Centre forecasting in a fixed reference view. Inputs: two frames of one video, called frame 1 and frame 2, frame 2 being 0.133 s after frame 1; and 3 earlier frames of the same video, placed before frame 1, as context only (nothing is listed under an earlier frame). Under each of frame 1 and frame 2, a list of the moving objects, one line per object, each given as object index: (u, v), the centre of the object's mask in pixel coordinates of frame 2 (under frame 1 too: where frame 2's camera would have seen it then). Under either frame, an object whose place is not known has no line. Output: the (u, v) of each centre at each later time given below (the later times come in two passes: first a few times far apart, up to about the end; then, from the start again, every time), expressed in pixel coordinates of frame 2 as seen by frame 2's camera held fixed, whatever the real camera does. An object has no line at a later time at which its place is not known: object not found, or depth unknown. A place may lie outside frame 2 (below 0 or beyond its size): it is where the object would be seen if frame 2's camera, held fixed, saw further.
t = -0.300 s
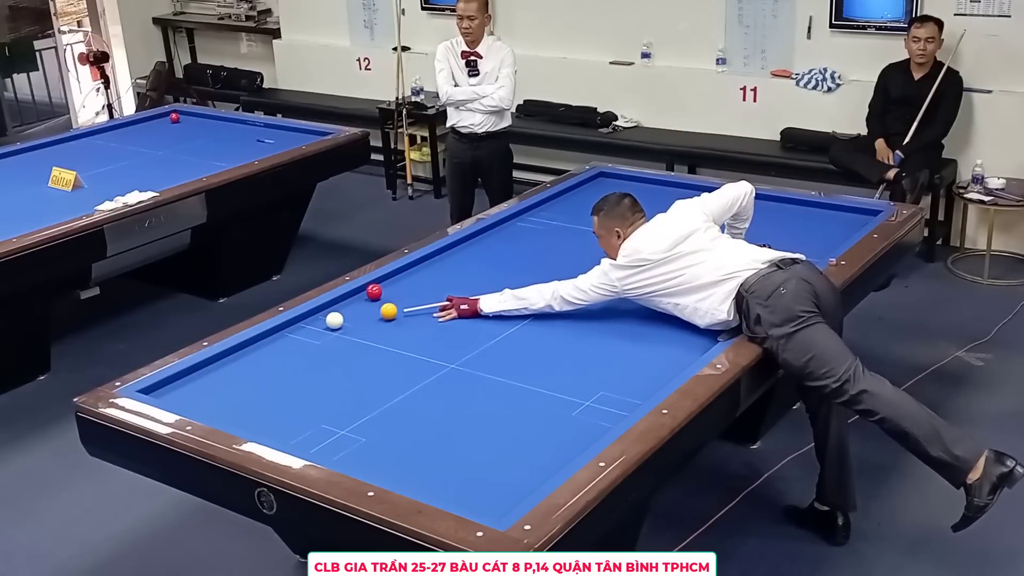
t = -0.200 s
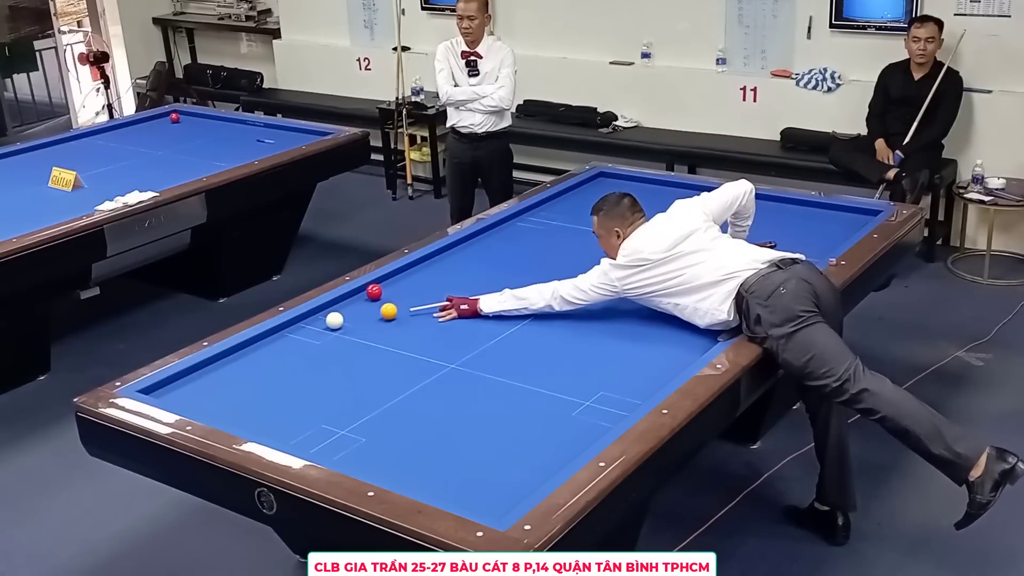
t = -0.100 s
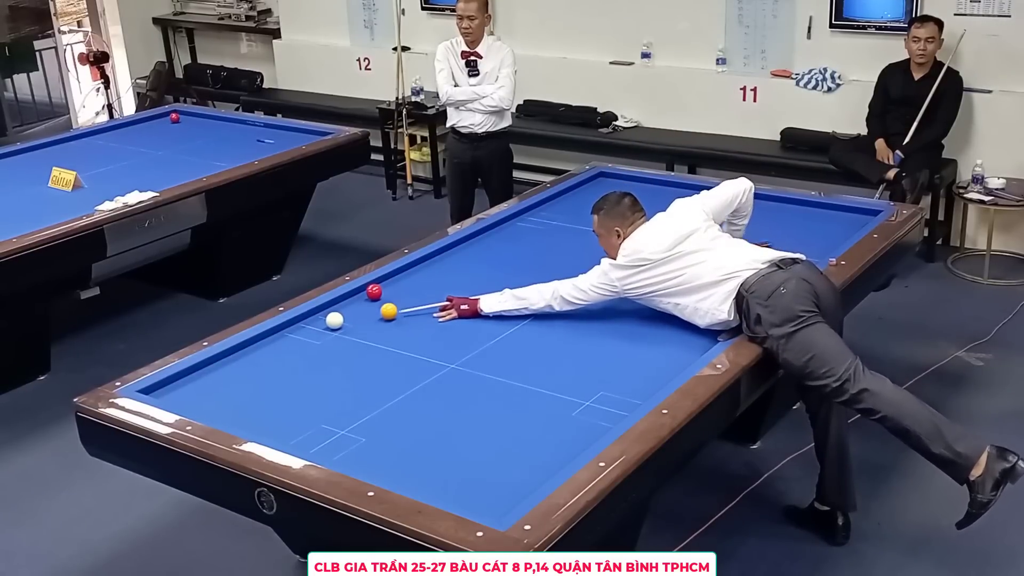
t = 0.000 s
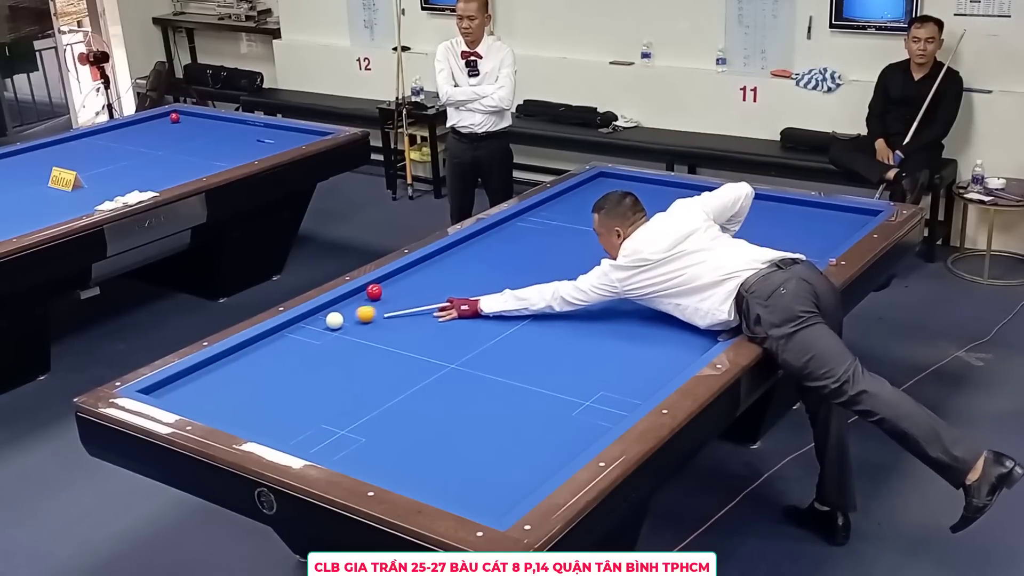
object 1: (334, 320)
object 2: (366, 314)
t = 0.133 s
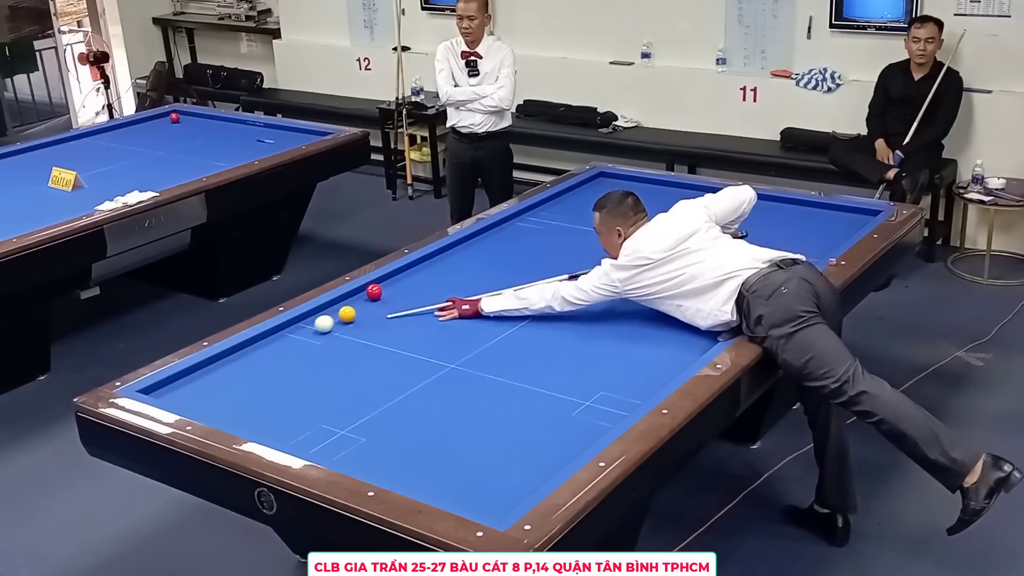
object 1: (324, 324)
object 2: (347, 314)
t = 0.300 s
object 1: (302, 331)
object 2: (342, 311)
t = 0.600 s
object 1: (263, 344)
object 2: (334, 305)
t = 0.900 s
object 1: (223, 358)
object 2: (345, 302)
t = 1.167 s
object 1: (196, 371)
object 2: (358, 300)
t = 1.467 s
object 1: (169, 387)
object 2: (371, 298)
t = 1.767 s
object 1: (171, 391)
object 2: (382, 298)
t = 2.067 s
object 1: (193, 383)
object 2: (391, 298)
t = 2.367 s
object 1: (214, 377)
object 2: (400, 298)
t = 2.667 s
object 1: (234, 371)
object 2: (407, 298)
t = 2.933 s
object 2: (413, 298)
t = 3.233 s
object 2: (419, 298)
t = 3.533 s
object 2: (424, 298)
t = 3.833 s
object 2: (427, 298)
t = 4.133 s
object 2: (430, 298)
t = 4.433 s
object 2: (431, 298)
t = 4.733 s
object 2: (432, 299)
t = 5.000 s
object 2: (432, 299)
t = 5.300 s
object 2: (432, 298)
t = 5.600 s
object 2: (432, 298)
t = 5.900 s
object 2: (432, 298)
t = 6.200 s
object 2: (432, 299)
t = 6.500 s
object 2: (432, 298)
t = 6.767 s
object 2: (432, 298)
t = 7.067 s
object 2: (432, 298)
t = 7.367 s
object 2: (432, 298)
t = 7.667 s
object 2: (432, 298)
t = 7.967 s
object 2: (432, 298)
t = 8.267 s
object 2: (432, 298)
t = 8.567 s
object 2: (432, 298)
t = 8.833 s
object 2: (432, 298)
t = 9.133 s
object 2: (432, 298)
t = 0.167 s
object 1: (319, 325)
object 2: (346, 313)
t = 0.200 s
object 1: (315, 327)
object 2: (345, 313)
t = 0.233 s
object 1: (311, 328)
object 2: (344, 312)
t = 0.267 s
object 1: (306, 330)
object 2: (343, 311)
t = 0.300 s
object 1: (302, 331)
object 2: (342, 311)
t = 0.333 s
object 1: (298, 333)
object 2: (342, 310)
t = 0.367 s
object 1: (293, 334)
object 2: (341, 309)
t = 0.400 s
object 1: (289, 336)
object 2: (340, 309)
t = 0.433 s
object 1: (285, 337)
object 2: (339, 308)
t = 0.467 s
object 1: (280, 338)
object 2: (338, 307)
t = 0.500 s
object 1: (276, 340)
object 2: (337, 306)
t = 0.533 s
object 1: (272, 342)
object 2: (336, 306)
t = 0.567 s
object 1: (267, 343)
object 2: (335, 305)
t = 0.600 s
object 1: (263, 344)
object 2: (334, 305)
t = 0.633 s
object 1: (258, 346)
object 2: (334, 304)
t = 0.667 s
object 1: (254, 347)
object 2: (334, 303)
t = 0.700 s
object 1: (249, 349)
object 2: (335, 303)
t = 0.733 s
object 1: (245, 351)
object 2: (337, 303)
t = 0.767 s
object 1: (241, 352)
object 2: (339, 302)
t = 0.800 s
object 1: (236, 353)
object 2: (341, 302)
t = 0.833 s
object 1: (232, 355)
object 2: (342, 302)
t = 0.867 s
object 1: (227, 356)
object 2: (344, 302)
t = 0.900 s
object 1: (223, 358)
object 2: (345, 302)
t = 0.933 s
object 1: (218, 359)
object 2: (347, 301)
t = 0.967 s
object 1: (214, 361)
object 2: (349, 301)
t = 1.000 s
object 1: (210, 363)
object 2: (350, 301)
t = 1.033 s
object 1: (207, 365)
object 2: (352, 301)
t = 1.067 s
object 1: (204, 366)
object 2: (354, 300)
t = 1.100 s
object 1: (202, 368)
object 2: (355, 300)
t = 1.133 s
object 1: (199, 370)
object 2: (357, 300)
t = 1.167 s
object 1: (196, 371)
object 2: (358, 300)
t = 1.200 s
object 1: (193, 373)
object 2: (360, 300)
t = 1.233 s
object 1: (190, 375)
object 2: (361, 299)
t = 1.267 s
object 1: (187, 377)
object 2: (362, 299)
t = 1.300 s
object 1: (184, 378)
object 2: (364, 299)
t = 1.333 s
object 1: (181, 380)
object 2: (366, 299)
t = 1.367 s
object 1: (178, 382)
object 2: (367, 298)
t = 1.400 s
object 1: (175, 384)
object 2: (368, 298)
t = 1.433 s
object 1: (172, 386)
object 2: (370, 298)
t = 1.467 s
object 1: (169, 387)
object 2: (371, 298)
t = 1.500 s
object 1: (166, 389)
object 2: (372, 298)
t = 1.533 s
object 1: (164, 391)
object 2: (373, 298)
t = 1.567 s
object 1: (161, 392)
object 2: (375, 298)
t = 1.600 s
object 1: (159, 392)
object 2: (376, 298)
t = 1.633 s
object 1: (160, 392)
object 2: (377, 298)
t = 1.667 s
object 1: (163, 392)
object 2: (378, 298)
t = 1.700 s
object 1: (166, 392)
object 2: (379, 298)
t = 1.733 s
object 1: (168, 391)
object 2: (380, 298)
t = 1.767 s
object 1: (171, 391)
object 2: (382, 298)
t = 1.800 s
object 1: (173, 390)
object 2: (383, 298)
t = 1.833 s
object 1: (176, 389)
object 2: (384, 298)
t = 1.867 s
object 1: (178, 388)
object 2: (385, 298)
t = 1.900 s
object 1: (181, 387)
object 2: (386, 298)
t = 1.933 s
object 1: (183, 386)
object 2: (387, 298)
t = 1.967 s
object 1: (186, 386)
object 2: (388, 298)
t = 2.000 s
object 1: (188, 385)
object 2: (389, 298)
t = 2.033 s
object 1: (191, 384)
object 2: (390, 298)
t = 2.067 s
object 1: (193, 383)
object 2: (391, 298)
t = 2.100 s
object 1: (196, 383)
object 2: (392, 298)
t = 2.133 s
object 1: (198, 382)
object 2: (393, 298)
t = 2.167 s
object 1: (200, 381)
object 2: (394, 298)
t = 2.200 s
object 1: (203, 381)
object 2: (395, 298)
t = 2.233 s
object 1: (205, 380)
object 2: (396, 298)
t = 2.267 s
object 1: (207, 379)
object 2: (397, 298)
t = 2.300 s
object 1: (210, 378)
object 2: (398, 298)
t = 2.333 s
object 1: (212, 378)
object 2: (399, 298)
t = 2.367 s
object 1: (214, 377)
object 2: (400, 298)
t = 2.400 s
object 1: (216, 376)
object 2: (401, 298)
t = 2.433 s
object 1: (219, 375)
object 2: (401, 298)
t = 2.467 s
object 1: (221, 375)
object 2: (402, 298)
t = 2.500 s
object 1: (223, 374)
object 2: (403, 298)
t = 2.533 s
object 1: (225, 373)
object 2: (404, 298)
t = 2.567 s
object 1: (227, 373)
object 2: (405, 298)
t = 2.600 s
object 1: (230, 372)
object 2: (406, 298)
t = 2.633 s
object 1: (232, 371)
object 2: (407, 298)
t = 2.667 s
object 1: (234, 371)
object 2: (407, 298)
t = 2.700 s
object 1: (236, 370)
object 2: (408, 298)
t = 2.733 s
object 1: (238, 370)
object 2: (409, 298)
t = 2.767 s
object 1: (240, 369)
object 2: (410, 298)
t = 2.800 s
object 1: (242, 368)
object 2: (410, 298)
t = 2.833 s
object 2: (411, 298)
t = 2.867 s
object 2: (412, 298)
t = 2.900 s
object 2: (413, 298)
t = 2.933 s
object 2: (413, 298)
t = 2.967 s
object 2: (414, 298)
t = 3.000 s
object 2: (415, 298)
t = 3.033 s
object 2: (415, 298)
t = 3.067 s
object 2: (416, 298)
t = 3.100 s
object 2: (416, 298)
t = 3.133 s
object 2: (417, 298)
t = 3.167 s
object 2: (418, 298)
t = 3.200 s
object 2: (418, 298)
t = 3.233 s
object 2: (419, 298)
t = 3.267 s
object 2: (419, 298)
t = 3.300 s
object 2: (420, 298)
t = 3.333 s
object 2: (421, 298)
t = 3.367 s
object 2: (421, 298)
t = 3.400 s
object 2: (422, 298)
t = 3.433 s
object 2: (422, 298)
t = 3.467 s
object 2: (423, 298)
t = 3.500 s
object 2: (423, 298)
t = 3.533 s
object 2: (424, 298)
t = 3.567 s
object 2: (424, 298)
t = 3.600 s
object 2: (424, 298)
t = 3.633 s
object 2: (425, 298)
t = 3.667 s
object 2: (425, 298)
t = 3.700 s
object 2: (426, 298)
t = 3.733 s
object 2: (426, 298)
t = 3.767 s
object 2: (427, 298)
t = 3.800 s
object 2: (427, 298)
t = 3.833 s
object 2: (427, 298)
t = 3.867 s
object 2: (428, 298)
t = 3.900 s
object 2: (428, 298)
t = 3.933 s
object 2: (428, 298)
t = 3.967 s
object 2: (429, 298)
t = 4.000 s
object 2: (429, 298)
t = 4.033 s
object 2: (429, 298)
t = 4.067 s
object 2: (430, 298)
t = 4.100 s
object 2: (430, 298)
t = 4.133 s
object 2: (430, 298)
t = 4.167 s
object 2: (430, 298)
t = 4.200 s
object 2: (430, 298)
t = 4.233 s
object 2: (431, 298)
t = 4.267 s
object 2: (431, 298)
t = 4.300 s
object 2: (431, 298)
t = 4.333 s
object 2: (431, 298)
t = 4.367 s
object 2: (431, 298)
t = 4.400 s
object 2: (431, 298)
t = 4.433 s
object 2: (431, 298)
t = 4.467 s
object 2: (431, 298)
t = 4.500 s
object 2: (431, 298)
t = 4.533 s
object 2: (431, 298)
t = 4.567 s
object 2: (432, 298)
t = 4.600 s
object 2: (432, 298)
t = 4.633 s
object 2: (432, 298)
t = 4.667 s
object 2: (432, 298)
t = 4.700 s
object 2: (432, 298)
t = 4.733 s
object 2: (432, 299)
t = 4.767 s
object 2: (432, 299)
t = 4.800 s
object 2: (432, 299)
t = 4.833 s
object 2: (432, 299)
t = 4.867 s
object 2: (432, 299)
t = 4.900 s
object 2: (432, 299)
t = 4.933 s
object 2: (432, 299)
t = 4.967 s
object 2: (432, 299)
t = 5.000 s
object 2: (432, 299)
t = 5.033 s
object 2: (432, 299)
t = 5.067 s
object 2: (432, 299)
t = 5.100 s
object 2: (432, 298)
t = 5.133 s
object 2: (432, 298)
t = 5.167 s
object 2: (432, 298)
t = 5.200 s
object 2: (432, 298)
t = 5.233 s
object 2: (432, 298)
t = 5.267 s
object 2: (432, 298)
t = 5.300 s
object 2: (432, 298)
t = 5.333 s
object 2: (432, 298)
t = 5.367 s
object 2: (432, 298)
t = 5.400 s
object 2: (432, 298)
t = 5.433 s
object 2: (432, 298)
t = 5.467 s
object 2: (432, 299)
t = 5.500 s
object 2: (432, 299)
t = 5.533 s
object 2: (432, 299)
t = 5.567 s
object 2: (432, 298)
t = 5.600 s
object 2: (432, 298)
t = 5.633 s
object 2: (432, 298)
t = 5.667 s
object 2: (432, 298)
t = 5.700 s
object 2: (432, 298)
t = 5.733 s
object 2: (432, 299)
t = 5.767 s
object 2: (432, 299)
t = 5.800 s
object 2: (432, 298)
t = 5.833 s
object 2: (432, 298)
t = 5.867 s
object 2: (432, 298)
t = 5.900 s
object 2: (432, 298)
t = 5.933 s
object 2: (432, 298)
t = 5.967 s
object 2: (432, 298)
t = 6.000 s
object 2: (432, 299)
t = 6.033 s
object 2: (432, 299)
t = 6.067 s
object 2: (432, 298)
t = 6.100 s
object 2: (432, 298)
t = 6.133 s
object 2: (432, 298)
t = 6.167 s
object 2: (432, 298)
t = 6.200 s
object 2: (432, 299)
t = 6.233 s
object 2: (432, 299)
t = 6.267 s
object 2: (432, 298)
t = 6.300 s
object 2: (432, 298)
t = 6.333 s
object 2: (432, 298)
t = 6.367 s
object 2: (432, 298)
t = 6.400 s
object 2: (432, 298)
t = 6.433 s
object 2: (432, 298)
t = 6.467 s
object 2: (432, 298)
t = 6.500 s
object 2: (432, 298)
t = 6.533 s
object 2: (432, 298)
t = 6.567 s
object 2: (432, 298)
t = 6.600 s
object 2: (432, 298)
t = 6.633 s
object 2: (432, 298)
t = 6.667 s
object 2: (432, 298)
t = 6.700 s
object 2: (432, 298)
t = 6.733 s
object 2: (432, 298)
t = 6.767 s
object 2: (432, 298)
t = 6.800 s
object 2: (432, 298)
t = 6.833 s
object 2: (432, 298)
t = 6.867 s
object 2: (432, 298)
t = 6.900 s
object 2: (432, 299)
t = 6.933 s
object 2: (432, 298)
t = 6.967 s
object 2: (432, 298)
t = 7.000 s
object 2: (432, 298)
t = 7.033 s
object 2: (432, 298)
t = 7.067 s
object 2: (432, 298)
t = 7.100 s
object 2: (432, 298)
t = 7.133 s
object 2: (432, 298)
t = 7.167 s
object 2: (432, 298)
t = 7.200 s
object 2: (432, 298)
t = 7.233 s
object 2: (432, 298)
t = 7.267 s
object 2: (432, 298)
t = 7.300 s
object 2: (432, 298)
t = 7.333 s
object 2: (432, 298)
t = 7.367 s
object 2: (432, 298)
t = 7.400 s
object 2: (432, 298)
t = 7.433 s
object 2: (432, 298)
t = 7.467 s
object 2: (432, 298)
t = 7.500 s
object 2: (432, 298)
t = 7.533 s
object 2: (432, 298)
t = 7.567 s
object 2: (432, 298)
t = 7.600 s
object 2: (432, 298)
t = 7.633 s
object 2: (432, 298)
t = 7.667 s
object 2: (432, 298)
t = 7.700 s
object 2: (432, 298)
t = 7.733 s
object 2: (432, 298)
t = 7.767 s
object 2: (432, 298)
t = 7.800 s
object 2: (432, 298)
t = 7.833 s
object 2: (432, 298)
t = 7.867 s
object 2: (432, 298)
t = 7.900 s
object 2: (432, 298)
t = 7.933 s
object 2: (432, 298)
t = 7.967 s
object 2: (432, 298)
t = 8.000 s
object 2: (432, 298)
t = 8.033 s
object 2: (432, 298)
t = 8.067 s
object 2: (432, 298)
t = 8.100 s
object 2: (432, 298)
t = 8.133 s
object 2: (432, 298)
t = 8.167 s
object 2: (432, 298)
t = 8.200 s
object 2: (432, 298)
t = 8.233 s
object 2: (432, 298)
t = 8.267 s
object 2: (432, 298)
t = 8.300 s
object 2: (432, 298)
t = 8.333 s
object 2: (432, 298)
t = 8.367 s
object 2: (432, 298)
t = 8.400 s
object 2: (432, 298)
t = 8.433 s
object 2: (432, 298)
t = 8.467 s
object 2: (432, 298)
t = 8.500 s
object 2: (432, 298)
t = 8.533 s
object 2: (432, 298)
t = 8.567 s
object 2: (432, 298)
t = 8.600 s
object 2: (432, 298)
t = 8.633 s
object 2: (432, 298)
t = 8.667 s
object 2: (432, 298)
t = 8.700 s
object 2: (432, 298)
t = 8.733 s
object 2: (432, 298)
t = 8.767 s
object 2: (432, 298)
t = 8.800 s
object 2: (432, 298)
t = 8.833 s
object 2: (432, 298)
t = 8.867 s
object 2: (432, 298)
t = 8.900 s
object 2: (432, 298)
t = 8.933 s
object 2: (432, 298)
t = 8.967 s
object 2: (432, 298)
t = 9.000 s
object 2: (432, 298)
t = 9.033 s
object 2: (432, 298)
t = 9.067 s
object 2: (432, 298)
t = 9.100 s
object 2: (432, 298)
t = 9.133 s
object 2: (432, 298)
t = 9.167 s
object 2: (432, 298)
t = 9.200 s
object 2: (432, 298)
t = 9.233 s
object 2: (432, 298)
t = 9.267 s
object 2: (432, 298)
